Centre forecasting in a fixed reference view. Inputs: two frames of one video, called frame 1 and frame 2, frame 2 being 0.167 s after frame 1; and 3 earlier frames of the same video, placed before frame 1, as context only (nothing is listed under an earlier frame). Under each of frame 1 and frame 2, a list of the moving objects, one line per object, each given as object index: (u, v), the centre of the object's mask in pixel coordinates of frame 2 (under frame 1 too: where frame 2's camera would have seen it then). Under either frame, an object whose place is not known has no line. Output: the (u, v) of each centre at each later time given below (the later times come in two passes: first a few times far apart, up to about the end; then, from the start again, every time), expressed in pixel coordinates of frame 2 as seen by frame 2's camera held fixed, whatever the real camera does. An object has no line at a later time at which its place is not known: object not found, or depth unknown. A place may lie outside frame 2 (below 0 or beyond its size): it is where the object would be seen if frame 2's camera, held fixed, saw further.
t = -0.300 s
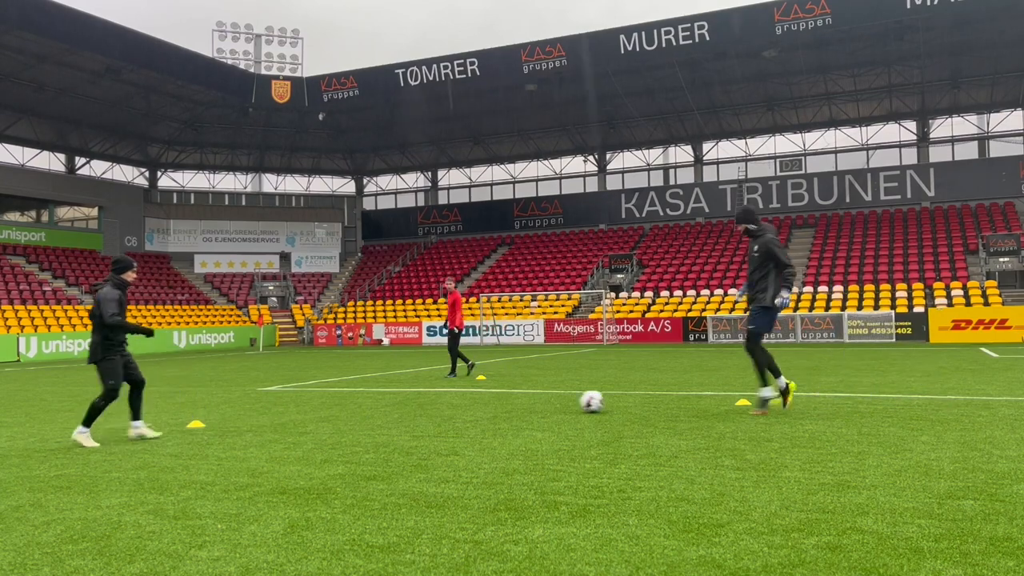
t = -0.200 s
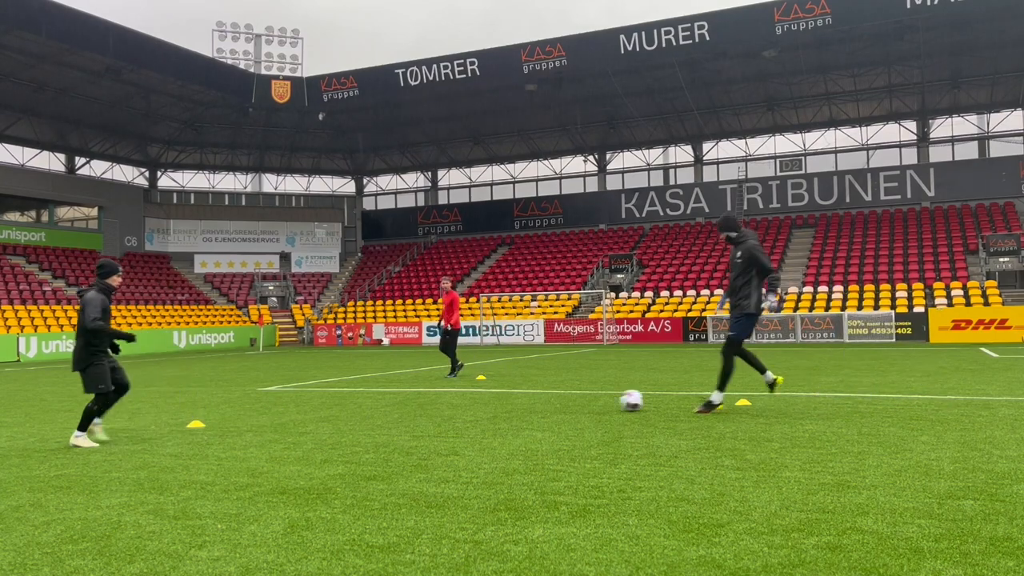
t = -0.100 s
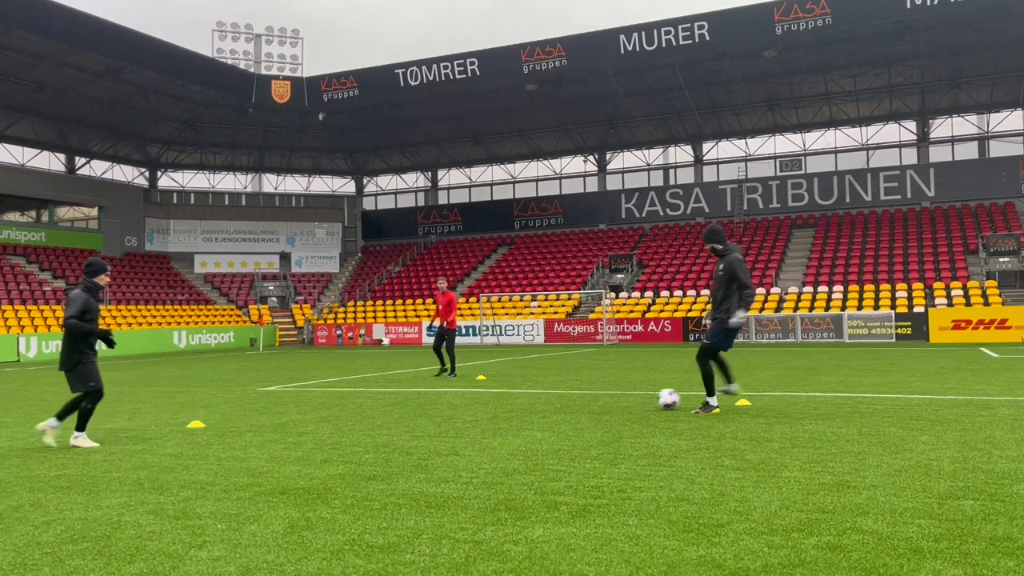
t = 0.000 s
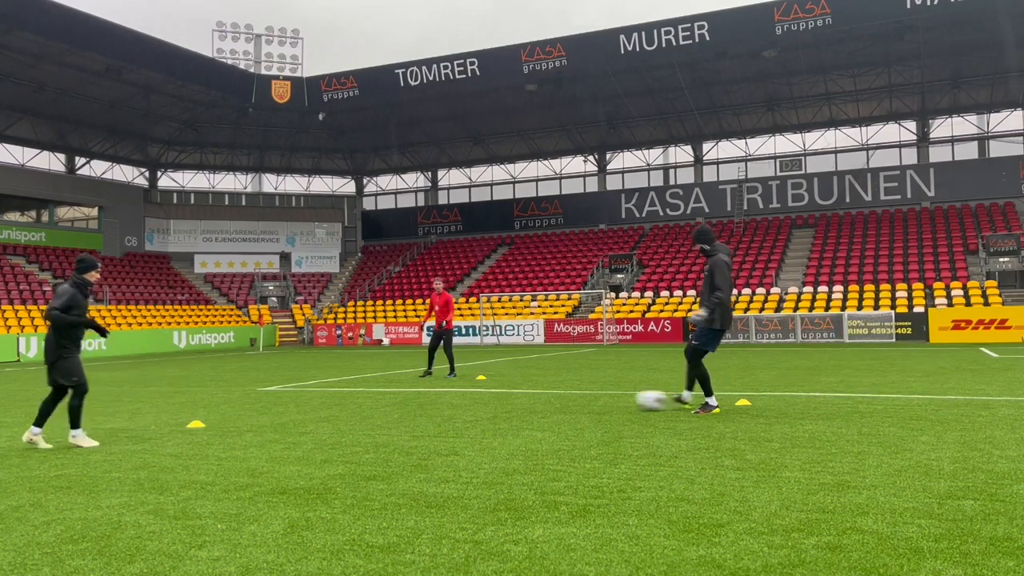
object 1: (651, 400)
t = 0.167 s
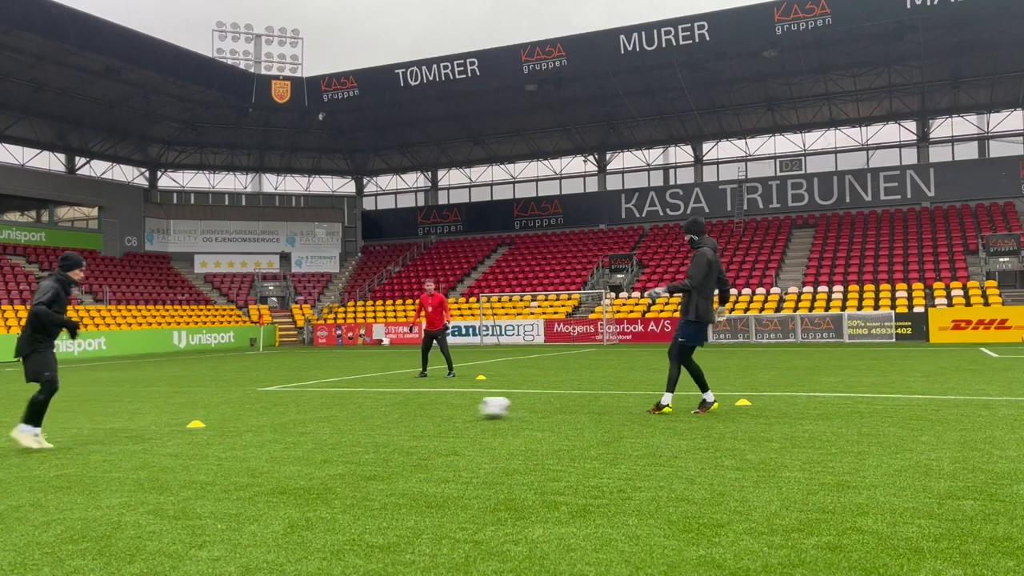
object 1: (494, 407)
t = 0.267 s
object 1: (399, 413)
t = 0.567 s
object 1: (103, 435)
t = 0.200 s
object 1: (463, 408)
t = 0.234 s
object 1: (432, 411)
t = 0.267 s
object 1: (399, 413)
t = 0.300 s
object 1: (366, 416)
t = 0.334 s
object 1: (334, 418)
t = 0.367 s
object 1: (302, 420)
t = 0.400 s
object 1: (268, 422)
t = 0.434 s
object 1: (235, 424)
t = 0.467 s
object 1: (203, 426)
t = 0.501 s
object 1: (170, 428)
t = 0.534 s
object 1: (137, 431)
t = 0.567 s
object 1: (103, 435)
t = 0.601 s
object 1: (70, 436)
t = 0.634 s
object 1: (37, 438)
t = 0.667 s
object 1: (10, 440)
